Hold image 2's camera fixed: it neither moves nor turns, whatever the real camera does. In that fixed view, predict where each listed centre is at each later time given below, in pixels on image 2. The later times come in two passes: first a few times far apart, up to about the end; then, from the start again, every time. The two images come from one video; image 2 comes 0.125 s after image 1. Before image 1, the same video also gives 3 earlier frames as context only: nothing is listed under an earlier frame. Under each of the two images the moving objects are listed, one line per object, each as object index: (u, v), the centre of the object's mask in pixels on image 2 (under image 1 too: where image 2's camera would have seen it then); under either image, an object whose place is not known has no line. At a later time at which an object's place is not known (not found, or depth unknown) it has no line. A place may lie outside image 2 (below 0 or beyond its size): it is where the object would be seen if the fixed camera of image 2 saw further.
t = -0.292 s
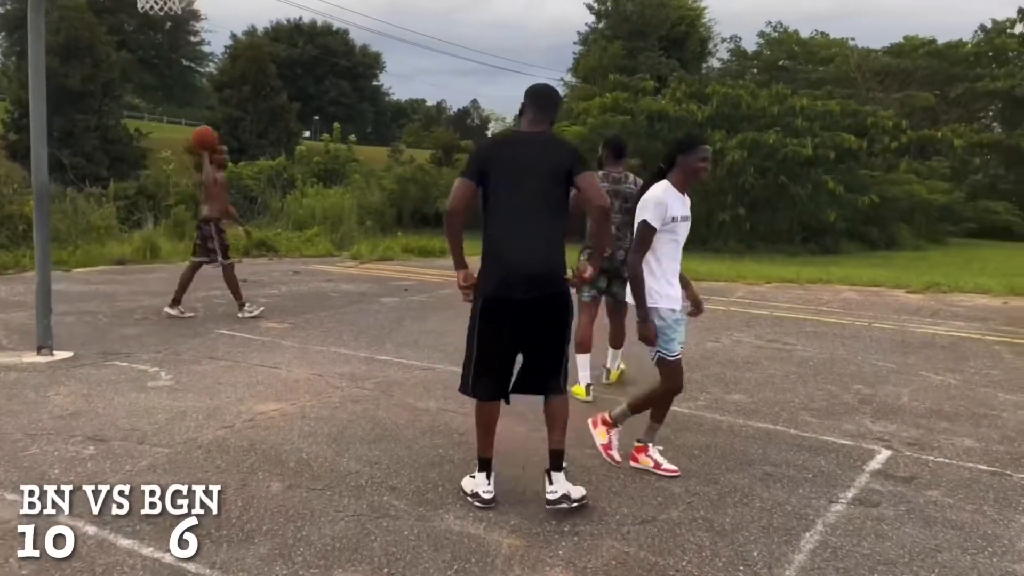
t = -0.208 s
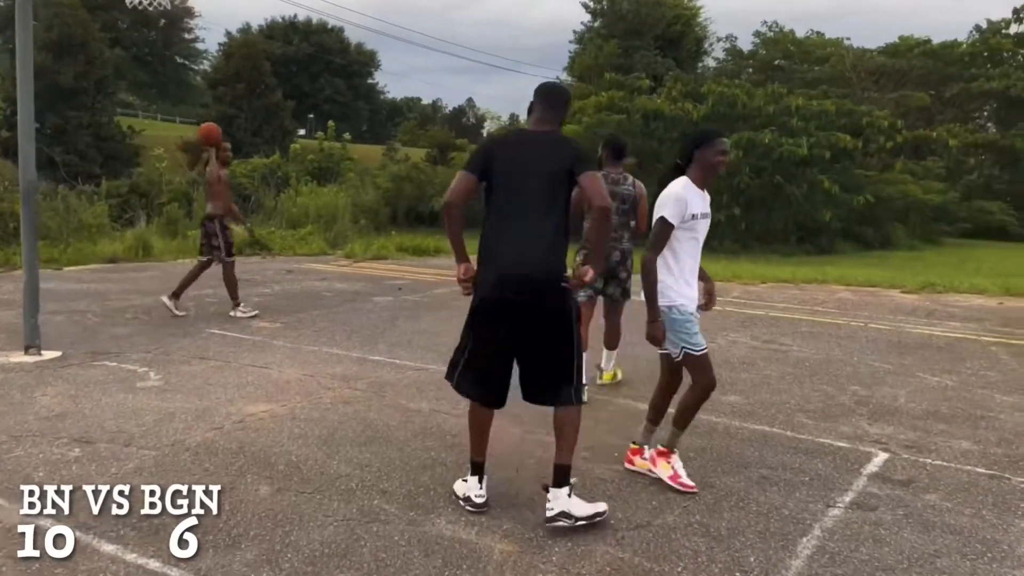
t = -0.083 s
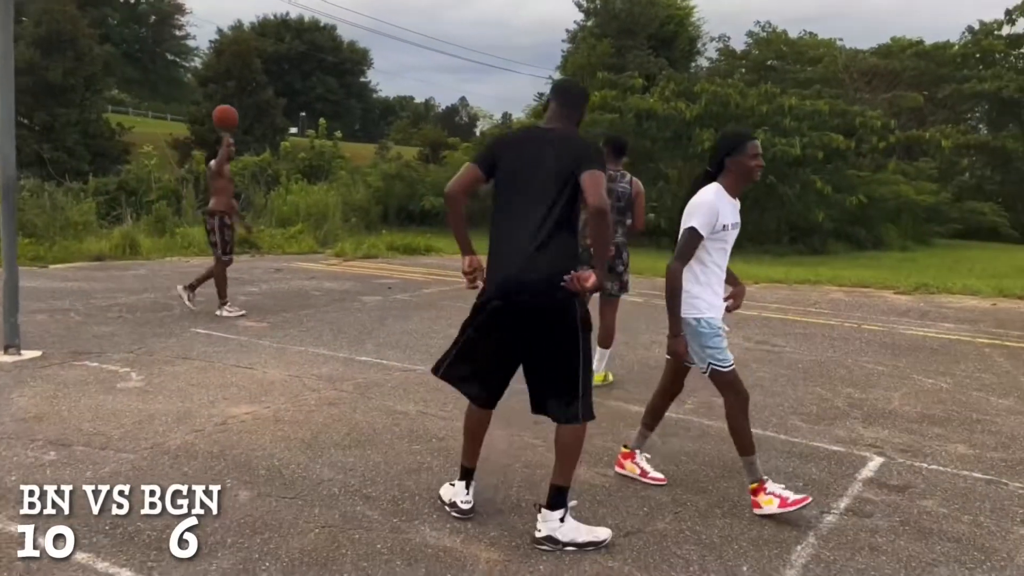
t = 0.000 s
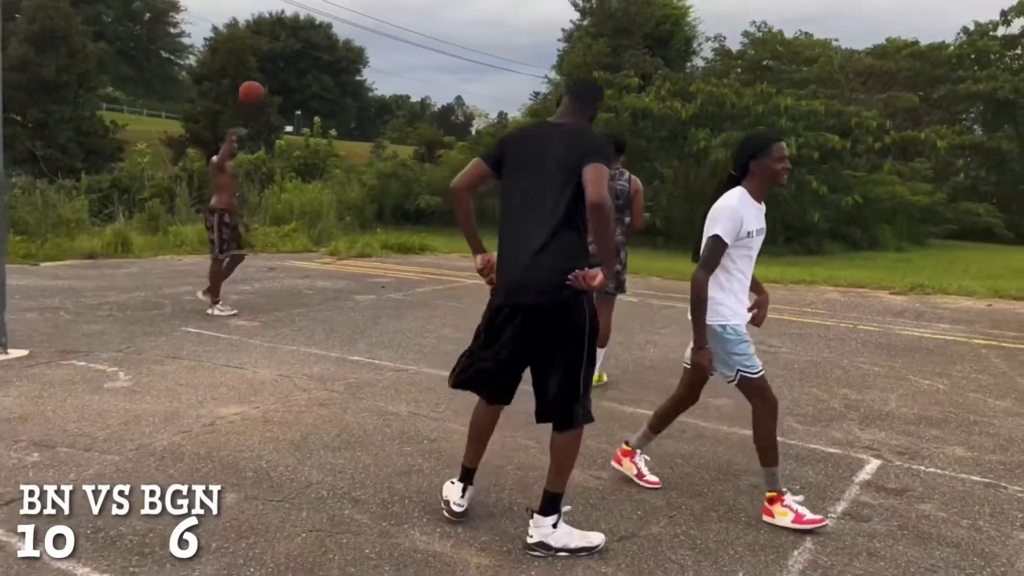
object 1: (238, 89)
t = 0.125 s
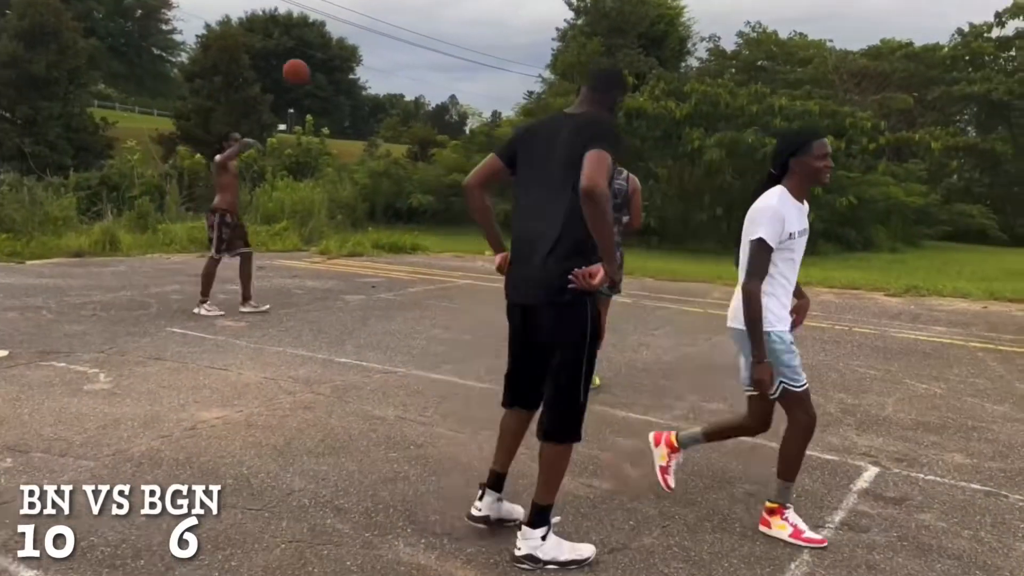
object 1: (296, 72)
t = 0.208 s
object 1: (334, 69)
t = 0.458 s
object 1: (457, 109)
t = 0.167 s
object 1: (314, 70)
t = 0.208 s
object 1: (334, 69)
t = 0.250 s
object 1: (353, 71)
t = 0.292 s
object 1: (373, 74)
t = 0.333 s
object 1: (393, 80)
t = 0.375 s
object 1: (414, 88)
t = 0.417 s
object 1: (435, 99)
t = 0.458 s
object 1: (457, 109)
